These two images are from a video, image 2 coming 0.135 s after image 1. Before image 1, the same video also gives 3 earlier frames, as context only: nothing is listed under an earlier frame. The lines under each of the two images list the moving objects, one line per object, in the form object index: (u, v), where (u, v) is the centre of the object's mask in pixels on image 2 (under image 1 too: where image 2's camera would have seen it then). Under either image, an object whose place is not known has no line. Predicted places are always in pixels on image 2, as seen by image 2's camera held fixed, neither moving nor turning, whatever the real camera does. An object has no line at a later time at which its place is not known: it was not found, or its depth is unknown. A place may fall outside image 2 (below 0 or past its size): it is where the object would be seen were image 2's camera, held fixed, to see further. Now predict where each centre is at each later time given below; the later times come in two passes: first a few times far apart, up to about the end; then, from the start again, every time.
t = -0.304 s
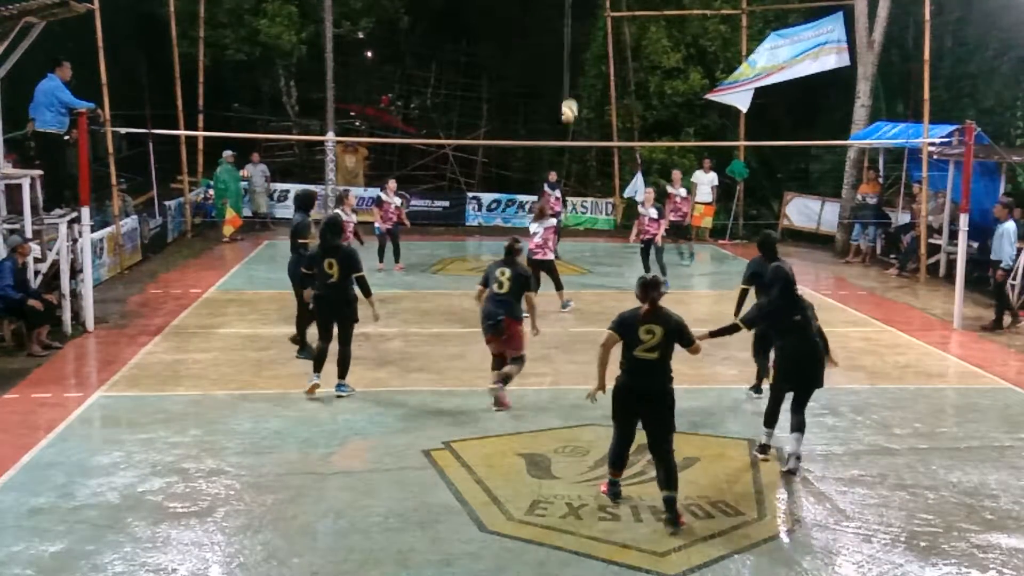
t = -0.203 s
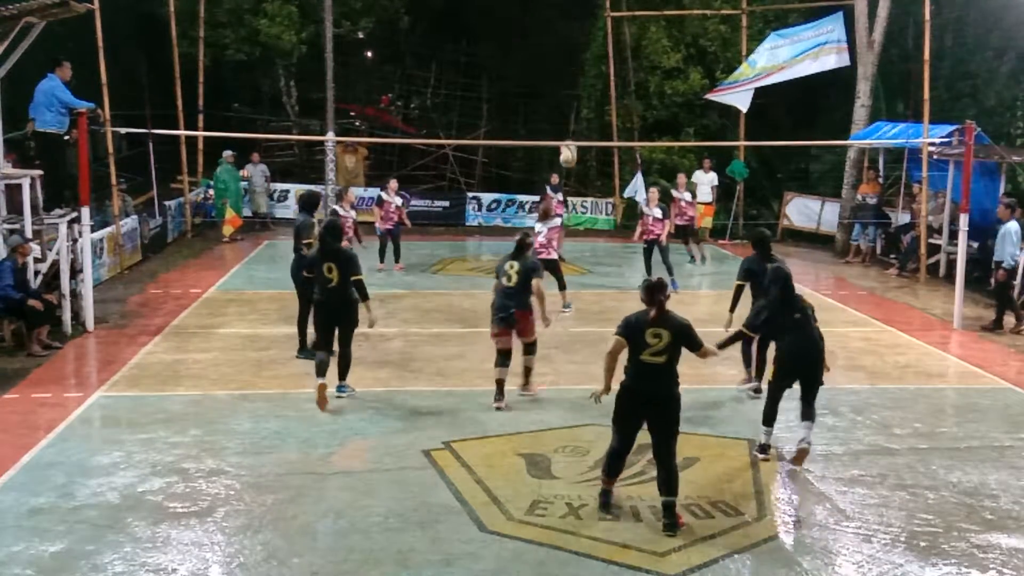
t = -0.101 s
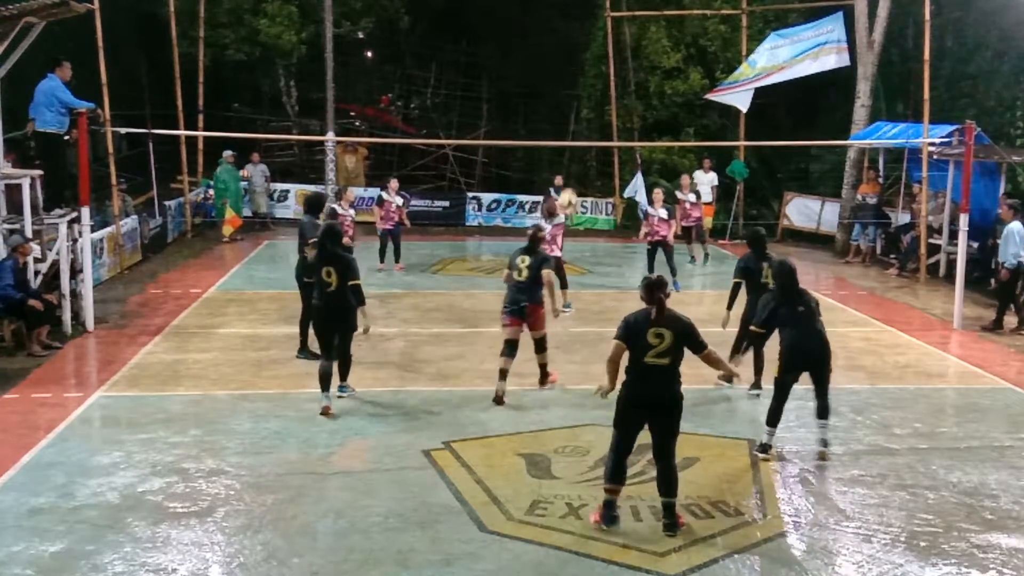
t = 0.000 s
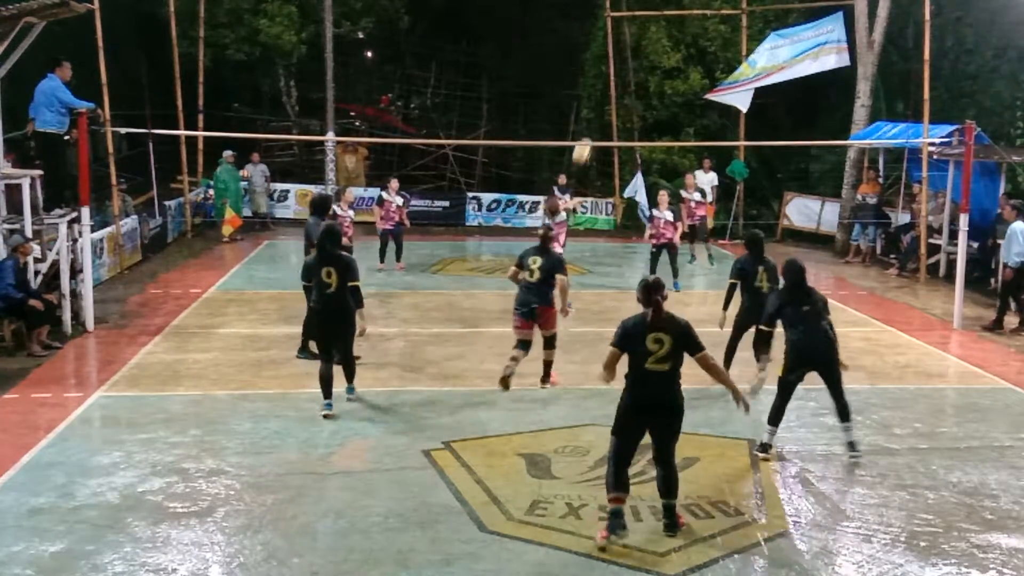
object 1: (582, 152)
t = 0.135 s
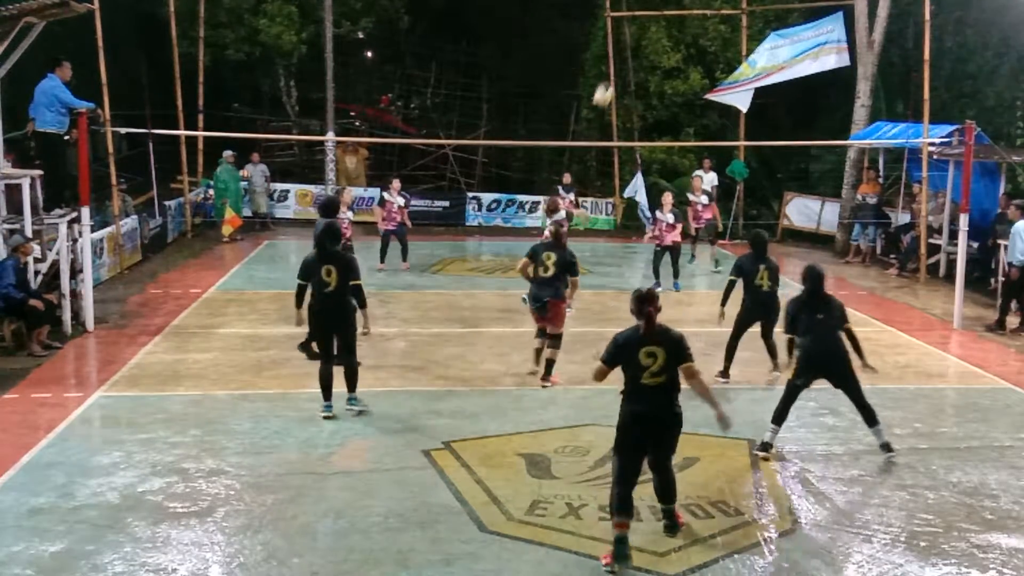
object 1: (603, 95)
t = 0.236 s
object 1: (619, 62)
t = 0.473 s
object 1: (654, 17)
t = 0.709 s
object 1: (687, 17)
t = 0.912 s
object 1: (713, 52)
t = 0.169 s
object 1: (608, 82)
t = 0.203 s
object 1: (613, 71)
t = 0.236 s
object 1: (619, 62)
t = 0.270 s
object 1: (623, 52)
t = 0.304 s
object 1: (629, 44)
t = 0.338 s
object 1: (634, 37)
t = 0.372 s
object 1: (639, 31)
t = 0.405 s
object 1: (644, 25)
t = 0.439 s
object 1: (649, 21)
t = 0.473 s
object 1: (654, 17)
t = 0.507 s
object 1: (659, 14)
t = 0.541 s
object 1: (664, 13)
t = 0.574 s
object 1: (669, 12)
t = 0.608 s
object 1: (673, 12)
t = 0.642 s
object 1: (678, 13)
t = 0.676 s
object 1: (682, 14)
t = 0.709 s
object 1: (687, 17)
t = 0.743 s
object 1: (692, 21)
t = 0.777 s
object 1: (696, 25)
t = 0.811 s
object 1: (701, 31)
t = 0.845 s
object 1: (705, 38)
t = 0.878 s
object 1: (709, 44)
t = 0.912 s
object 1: (713, 52)
